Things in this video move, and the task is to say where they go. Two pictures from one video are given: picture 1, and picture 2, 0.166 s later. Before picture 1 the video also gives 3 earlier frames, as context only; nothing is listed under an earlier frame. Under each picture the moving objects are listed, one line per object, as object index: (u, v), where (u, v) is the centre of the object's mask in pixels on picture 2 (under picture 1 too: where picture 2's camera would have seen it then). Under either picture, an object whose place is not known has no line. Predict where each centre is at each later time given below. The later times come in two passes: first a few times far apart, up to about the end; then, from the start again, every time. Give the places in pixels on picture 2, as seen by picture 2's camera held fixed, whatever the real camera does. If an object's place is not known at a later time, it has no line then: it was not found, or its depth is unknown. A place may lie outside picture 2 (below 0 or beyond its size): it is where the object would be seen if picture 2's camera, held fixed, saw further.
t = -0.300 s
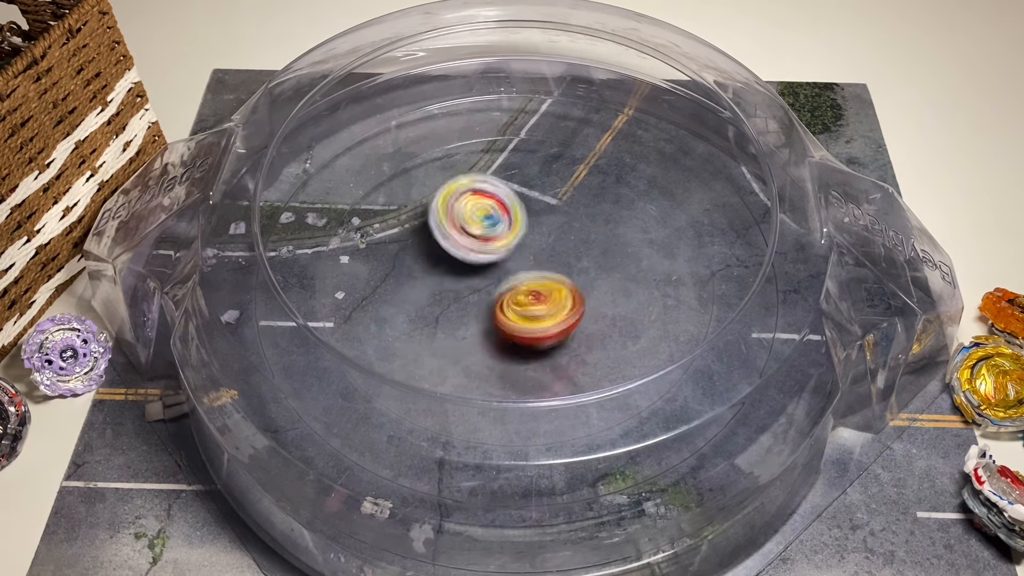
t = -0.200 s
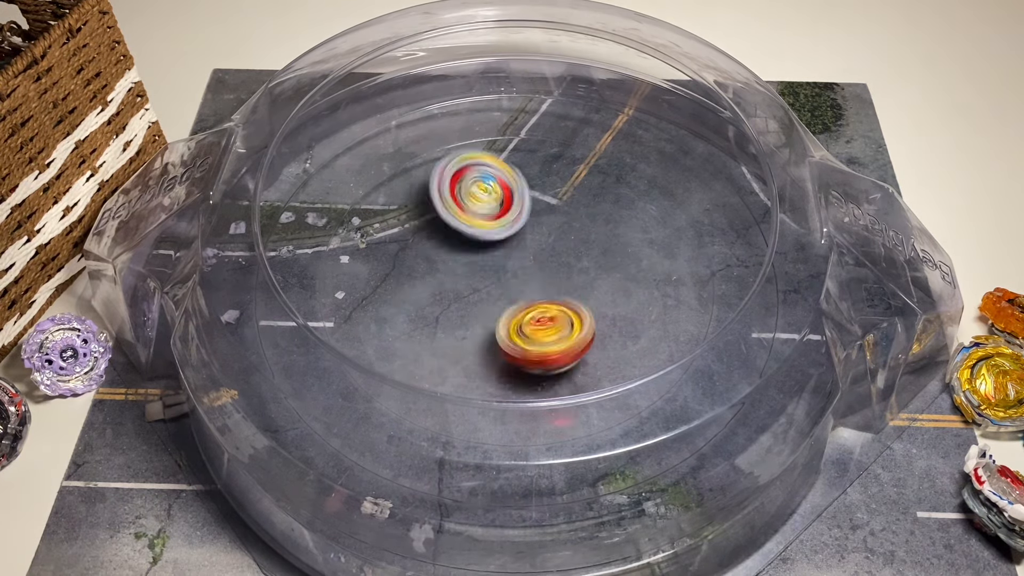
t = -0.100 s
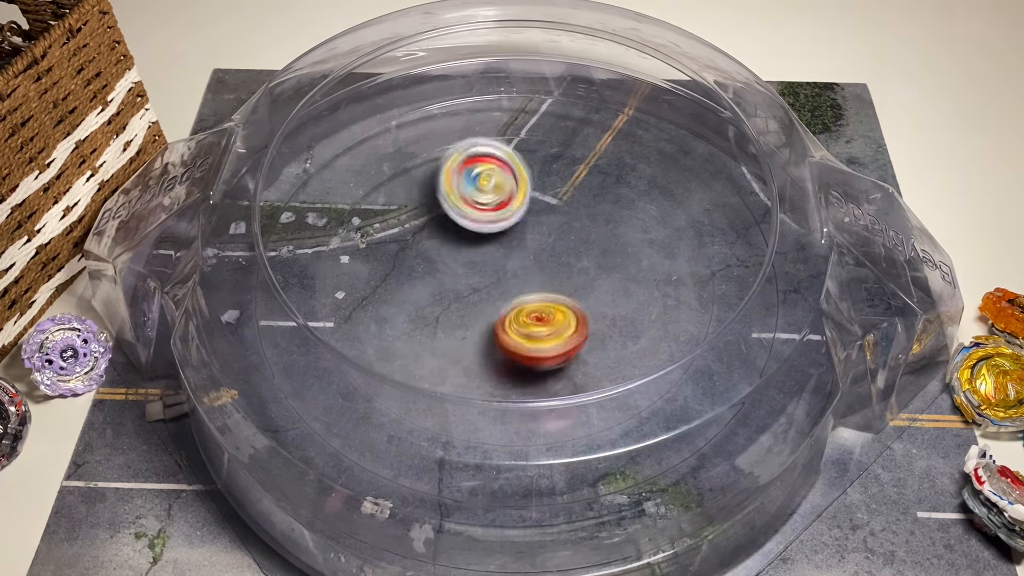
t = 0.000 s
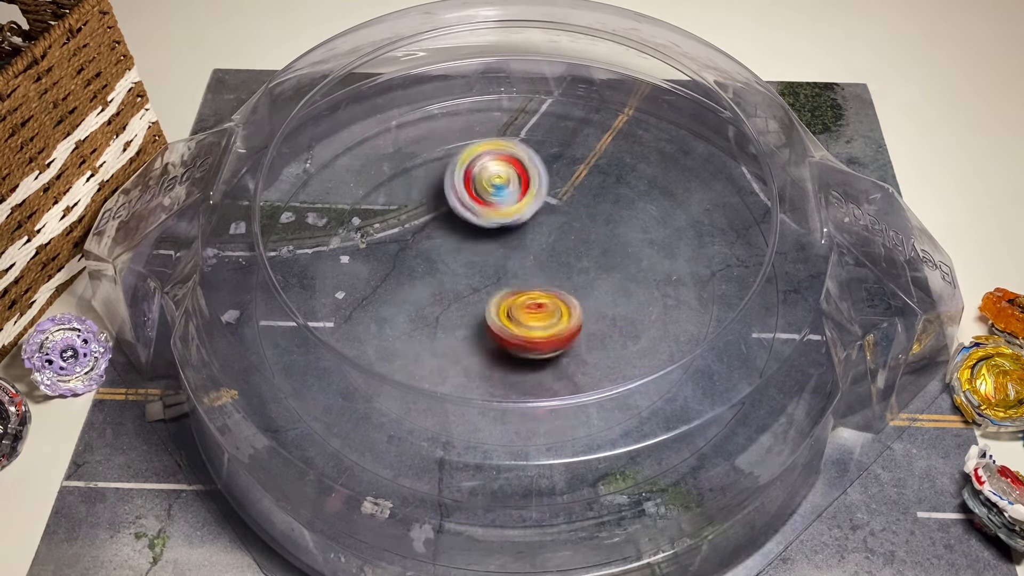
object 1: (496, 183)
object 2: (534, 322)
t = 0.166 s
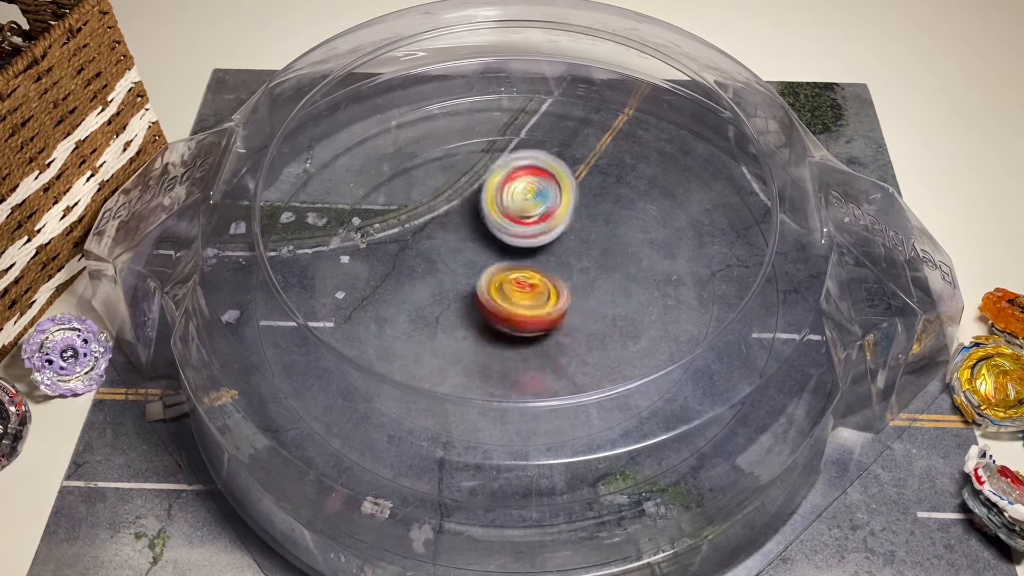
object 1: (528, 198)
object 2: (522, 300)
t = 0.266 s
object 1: (552, 210)
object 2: (489, 283)
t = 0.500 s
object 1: (576, 237)
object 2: (395, 266)
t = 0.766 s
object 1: (554, 280)
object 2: (432, 274)
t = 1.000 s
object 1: (560, 319)
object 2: (416, 219)
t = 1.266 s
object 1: (529, 311)
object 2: (455, 202)
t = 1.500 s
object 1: (499, 332)
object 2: (583, 174)
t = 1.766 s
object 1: (505, 319)
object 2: (685, 104)
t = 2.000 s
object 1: (533, 297)
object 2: (680, 114)
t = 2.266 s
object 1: (546, 249)
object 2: (632, 188)
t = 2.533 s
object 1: (506, 236)
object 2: (588, 307)
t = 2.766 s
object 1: (503, 254)
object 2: (520, 360)
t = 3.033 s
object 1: (530, 253)
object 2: (488, 335)
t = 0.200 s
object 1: (535, 202)
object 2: (517, 293)
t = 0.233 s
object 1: (542, 207)
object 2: (509, 288)
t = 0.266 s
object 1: (552, 210)
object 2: (489, 283)
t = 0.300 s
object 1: (561, 211)
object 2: (470, 280)
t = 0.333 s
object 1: (566, 215)
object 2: (452, 276)
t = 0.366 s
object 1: (570, 218)
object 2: (435, 273)
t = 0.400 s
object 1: (572, 223)
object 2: (422, 269)
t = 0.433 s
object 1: (574, 227)
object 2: (408, 267)
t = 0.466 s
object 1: (575, 232)
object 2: (400, 266)
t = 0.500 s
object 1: (576, 237)
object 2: (395, 266)
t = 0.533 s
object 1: (576, 243)
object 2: (396, 268)
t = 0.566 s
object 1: (575, 248)
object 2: (395, 267)
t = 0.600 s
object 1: (573, 254)
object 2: (398, 269)
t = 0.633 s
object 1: (570, 260)
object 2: (403, 269)
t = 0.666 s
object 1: (567, 266)
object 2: (407, 272)
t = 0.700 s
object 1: (563, 271)
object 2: (415, 272)
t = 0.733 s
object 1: (558, 276)
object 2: (422, 273)
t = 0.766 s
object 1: (554, 280)
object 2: (432, 274)
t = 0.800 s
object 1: (548, 284)
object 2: (439, 275)
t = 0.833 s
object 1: (544, 288)
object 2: (447, 275)
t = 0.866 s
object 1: (546, 292)
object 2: (444, 269)
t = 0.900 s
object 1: (543, 294)
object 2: (447, 268)
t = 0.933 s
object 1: (544, 302)
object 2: (441, 258)
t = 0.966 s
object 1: (558, 312)
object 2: (426, 237)
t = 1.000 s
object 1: (560, 319)
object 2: (416, 219)
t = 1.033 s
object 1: (560, 321)
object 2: (412, 205)
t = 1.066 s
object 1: (552, 323)
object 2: (412, 197)
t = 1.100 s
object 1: (548, 323)
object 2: (414, 194)
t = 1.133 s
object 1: (545, 322)
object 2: (418, 191)
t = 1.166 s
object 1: (538, 320)
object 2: (425, 192)
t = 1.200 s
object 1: (536, 319)
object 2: (434, 194)
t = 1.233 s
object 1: (532, 315)
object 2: (444, 197)
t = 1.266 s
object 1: (529, 311)
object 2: (455, 202)
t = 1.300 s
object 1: (531, 309)
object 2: (468, 207)
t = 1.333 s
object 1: (529, 306)
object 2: (482, 212)
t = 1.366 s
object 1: (530, 303)
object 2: (498, 218)
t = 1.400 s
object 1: (529, 299)
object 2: (514, 223)
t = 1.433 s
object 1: (517, 307)
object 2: (536, 214)
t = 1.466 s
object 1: (509, 320)
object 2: (561, 192)
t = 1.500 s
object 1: (499, 332)
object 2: (583, 174)
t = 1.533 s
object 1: (490, 334)
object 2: (604, 158)
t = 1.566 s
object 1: (491, 337)
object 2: (619, 142)
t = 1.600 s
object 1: (490, 336)
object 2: (632, 132)
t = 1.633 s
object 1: (492, 334)
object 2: (646, 124)
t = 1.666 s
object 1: (494, 333)
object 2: (661, 115)
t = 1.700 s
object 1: (495, 328)
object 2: (669, 109)
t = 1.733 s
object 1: (499, 322)
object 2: (676, 106)
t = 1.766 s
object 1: (505, 319)
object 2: (685, 104)
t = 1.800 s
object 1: (508, 314)
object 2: (687, 106)
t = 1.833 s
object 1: (515, 313)
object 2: (687, 107)
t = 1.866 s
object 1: (519, 312)
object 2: (685, 110)
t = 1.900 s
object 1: (522, 309)
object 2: (685, 110)
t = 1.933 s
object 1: (526, 306)
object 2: (684, 111)
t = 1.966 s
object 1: (530, 302)
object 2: (682, 113)
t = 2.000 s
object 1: (533, 297)
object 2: (680, 114)
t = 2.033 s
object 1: (537, 290)
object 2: (680, 117)
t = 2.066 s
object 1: (541, 283)
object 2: (674, 121)
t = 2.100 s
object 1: (545, 277)
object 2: (668, 130)
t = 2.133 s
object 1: (547, 269)
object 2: (661, 138)
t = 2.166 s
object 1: (548, 263)
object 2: (656, 148)
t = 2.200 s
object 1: (548, 257)
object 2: (651, 157)
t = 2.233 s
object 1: (548, 253)
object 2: (644, 174)
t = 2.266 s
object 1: (546, 249)
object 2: (632, 188)
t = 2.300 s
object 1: (545, 247)
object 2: (620, 206)
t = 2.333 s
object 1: (536, 243)
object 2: (617, 219)
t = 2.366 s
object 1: (524, 240)
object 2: (613, 236)
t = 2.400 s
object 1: (515, 237)
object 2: (610, 250)
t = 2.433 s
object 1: (508, 236)
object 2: (607, 267)
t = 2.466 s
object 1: (506, 235)
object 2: (601, 281)
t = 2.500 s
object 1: (505, 235)
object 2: (595, 295)
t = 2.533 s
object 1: (506, 236)
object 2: (588, 307)
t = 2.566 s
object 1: (507, 239)
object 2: (582, 318)
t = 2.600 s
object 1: (506, 243)
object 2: (572, 328)
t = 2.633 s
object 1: (504, 247)
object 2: (564, 337)
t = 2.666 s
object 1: (502, 250)
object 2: (552, 345)
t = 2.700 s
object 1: (501, 252)
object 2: (543, 351)
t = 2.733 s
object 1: (502, 254)
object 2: (531, 357)
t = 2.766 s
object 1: (503, 254)
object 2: (520, 360)
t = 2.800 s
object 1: (506, 255)
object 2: (512, 362)
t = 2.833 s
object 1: (510, 256)
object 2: (503, 363)
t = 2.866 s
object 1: (514, 257)
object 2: (499, 362)
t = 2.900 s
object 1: (519, 257)
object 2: (493, 361)
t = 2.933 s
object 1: (523, 256)
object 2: (490, 357)
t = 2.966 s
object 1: (527, 255)
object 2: (492, 351)
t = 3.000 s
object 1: (529, 253)
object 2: (489, 344)
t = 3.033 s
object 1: (530, 253)
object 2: (488, 335)
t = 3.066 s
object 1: (530, 253)
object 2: (487, 326)
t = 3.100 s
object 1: (530, 253)
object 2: (480, 318)
